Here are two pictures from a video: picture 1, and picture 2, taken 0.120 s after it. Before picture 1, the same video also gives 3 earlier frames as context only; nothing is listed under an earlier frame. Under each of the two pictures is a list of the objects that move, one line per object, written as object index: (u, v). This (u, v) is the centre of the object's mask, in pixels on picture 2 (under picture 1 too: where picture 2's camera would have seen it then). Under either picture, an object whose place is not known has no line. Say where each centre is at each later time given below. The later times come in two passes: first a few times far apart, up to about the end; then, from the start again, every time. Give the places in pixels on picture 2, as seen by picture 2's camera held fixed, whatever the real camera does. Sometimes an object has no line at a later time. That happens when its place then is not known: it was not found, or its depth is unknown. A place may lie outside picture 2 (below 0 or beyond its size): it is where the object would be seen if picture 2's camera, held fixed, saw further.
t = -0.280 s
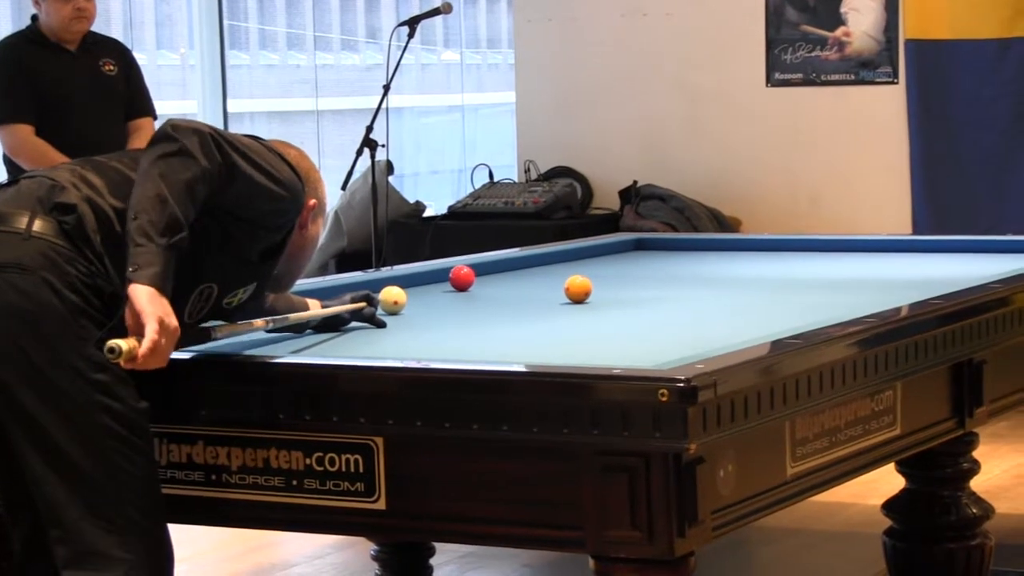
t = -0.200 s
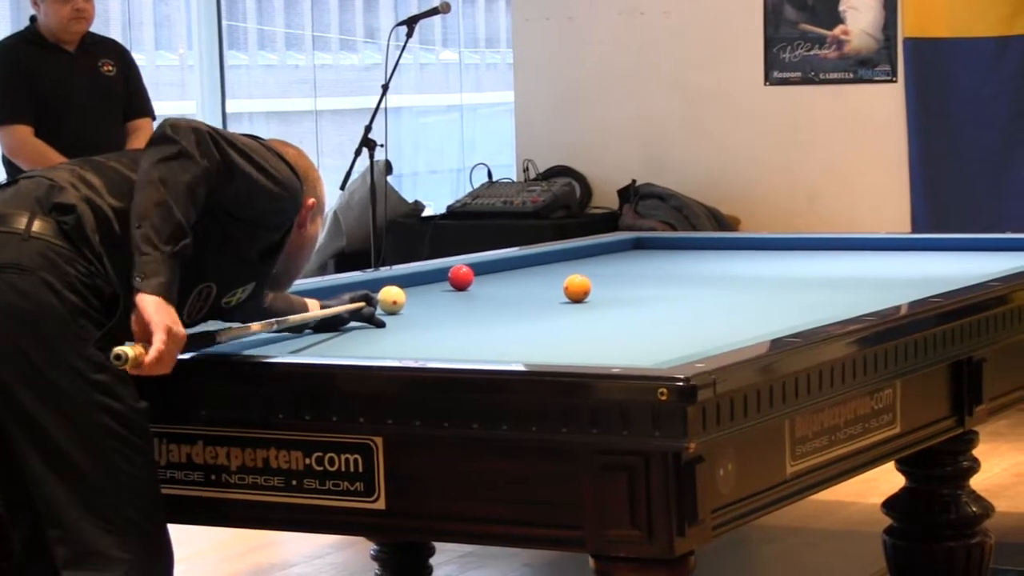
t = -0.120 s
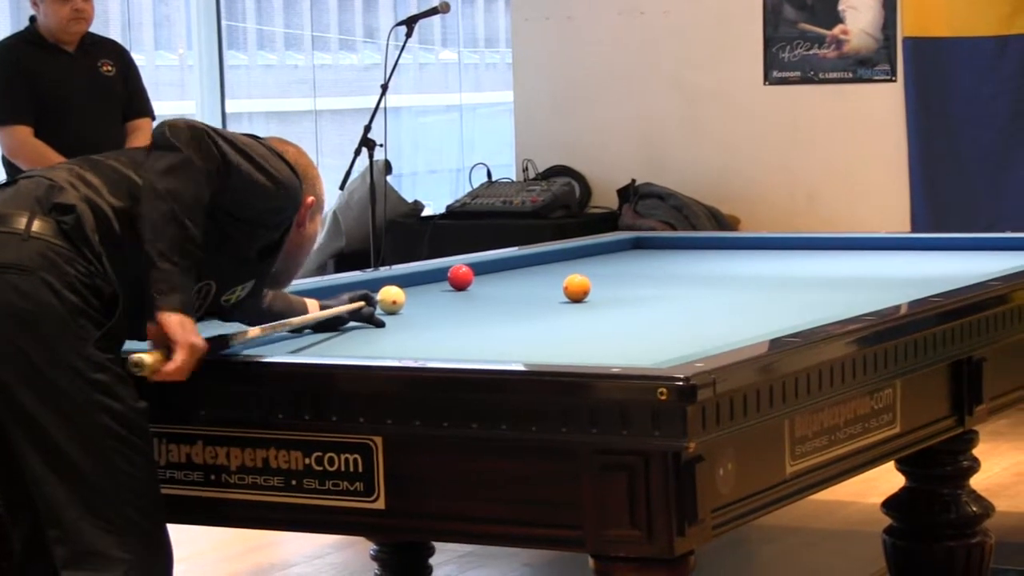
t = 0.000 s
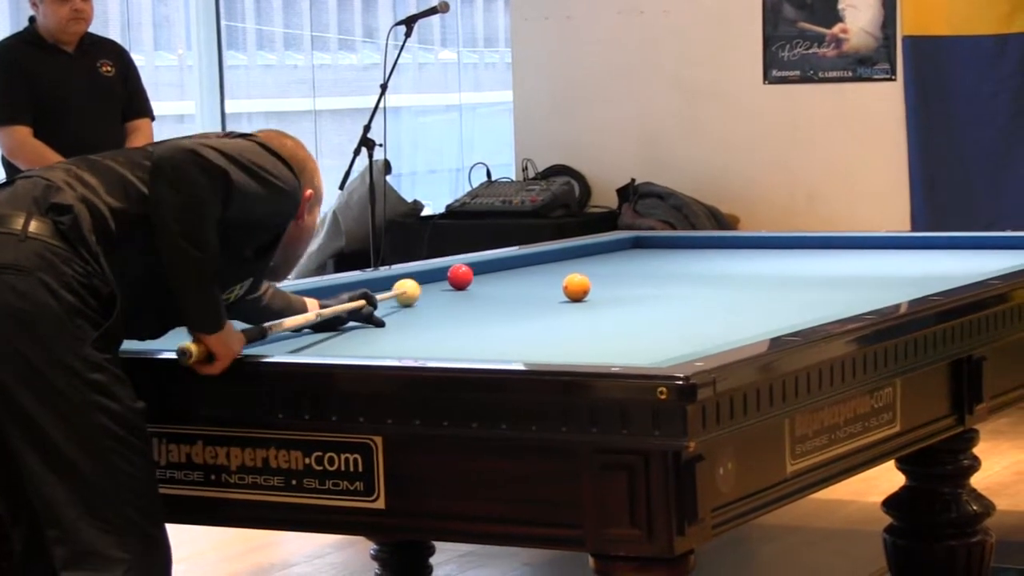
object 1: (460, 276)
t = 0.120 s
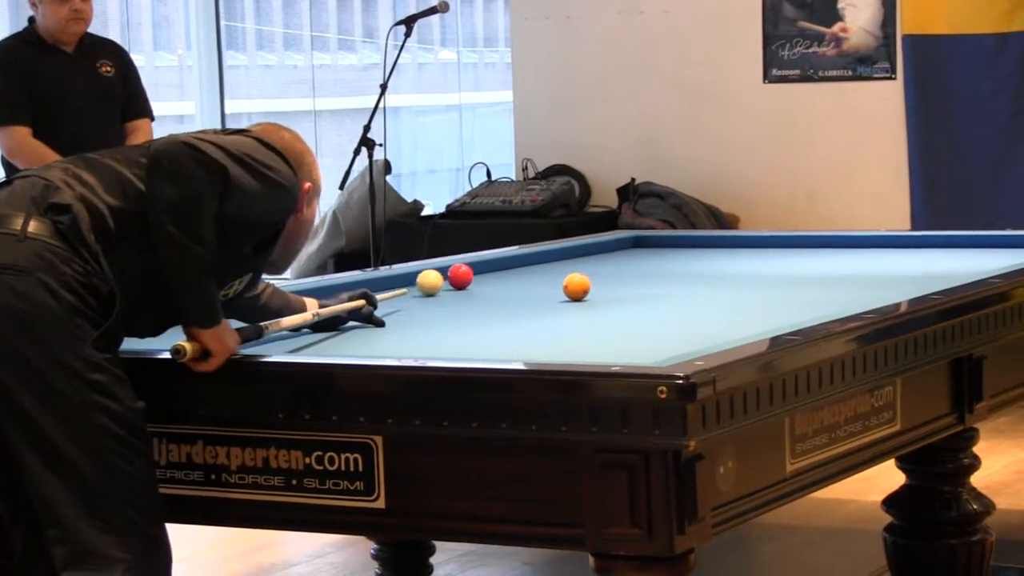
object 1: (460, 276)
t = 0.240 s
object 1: (488, 272)
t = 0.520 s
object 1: (581, 262)
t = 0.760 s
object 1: (647, 255)
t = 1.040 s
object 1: (717, 247)
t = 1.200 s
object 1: (756, 242)
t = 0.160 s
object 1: (461, 276)
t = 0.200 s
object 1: (470, 274)
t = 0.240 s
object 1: (488, 272)
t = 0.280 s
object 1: (504, 270)
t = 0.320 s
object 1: (519, 269)
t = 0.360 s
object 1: (533, 267)
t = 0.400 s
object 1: (547, 266)
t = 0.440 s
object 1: (558, 264)
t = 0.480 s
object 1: (570, 262)
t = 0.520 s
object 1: (581, 262)
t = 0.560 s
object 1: (592, 261)
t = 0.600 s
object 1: (603, 260)
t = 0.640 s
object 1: (614, 259)
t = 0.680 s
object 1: (625, 257)
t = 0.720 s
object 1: (636, 256)
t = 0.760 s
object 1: (647, 255)
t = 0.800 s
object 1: (657, 254)
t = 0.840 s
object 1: (667, 253)
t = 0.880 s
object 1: (677, 251)
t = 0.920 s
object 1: (687, 250)
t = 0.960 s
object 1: (698, 249)
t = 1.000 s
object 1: (708, 248)
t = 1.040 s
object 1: (717, 247)
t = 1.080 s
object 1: (727, 246)
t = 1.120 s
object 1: (737, 245)
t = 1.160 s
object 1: (746, 244)
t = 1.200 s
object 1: (756, 242)
